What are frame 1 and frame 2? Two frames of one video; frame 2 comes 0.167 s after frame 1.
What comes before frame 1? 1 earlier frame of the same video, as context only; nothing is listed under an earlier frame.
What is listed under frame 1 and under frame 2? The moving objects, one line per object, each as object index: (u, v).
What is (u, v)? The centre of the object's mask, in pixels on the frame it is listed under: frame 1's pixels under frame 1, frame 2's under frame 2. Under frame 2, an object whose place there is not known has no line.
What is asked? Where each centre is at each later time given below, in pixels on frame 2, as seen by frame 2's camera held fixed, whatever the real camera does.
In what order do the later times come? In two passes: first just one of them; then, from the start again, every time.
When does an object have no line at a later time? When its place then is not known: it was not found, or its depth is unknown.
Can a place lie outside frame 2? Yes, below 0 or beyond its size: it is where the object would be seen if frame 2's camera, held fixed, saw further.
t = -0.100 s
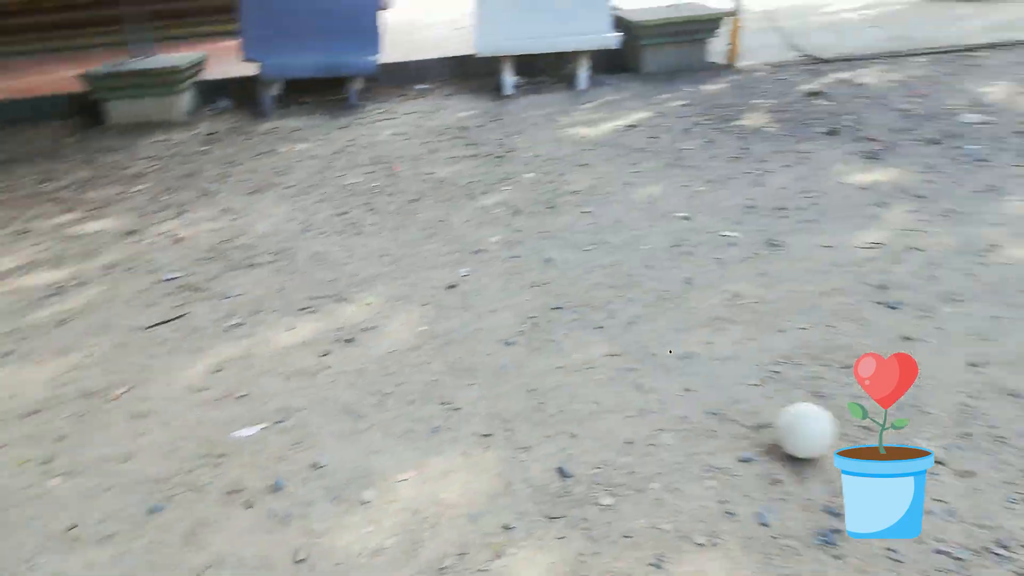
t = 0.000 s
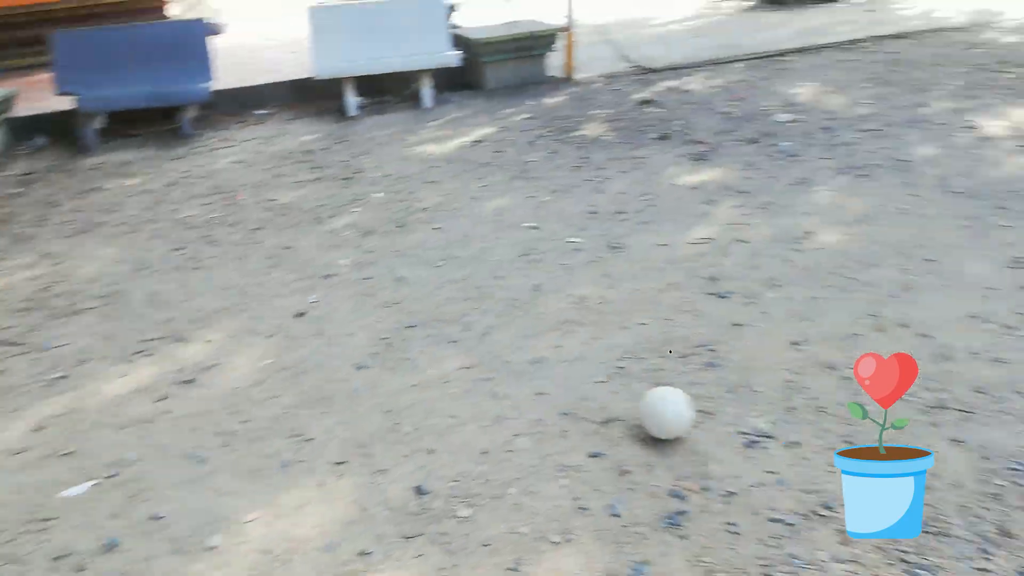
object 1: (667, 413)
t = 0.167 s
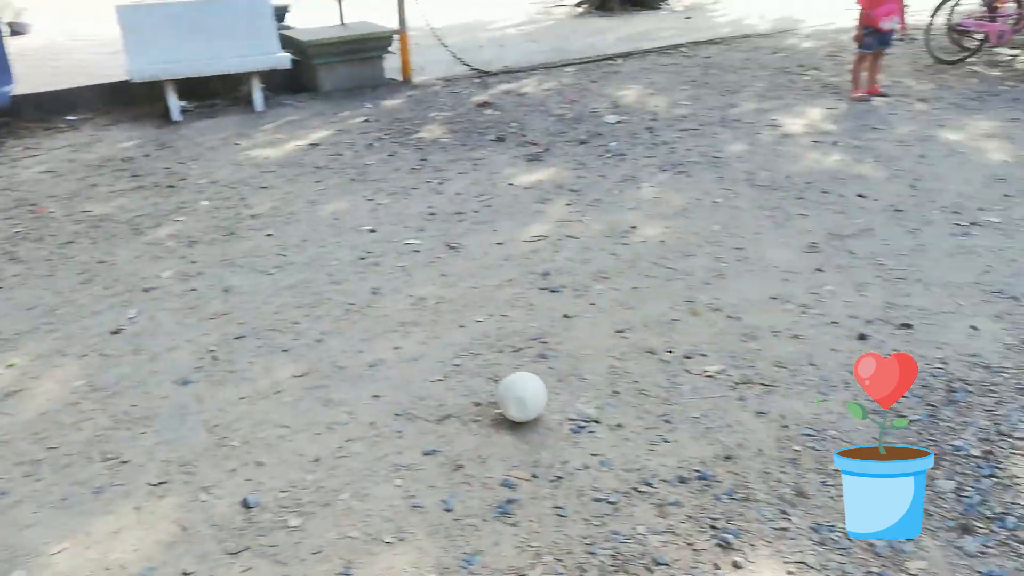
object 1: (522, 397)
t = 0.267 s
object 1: (530, 391)
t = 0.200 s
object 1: (525, 395)
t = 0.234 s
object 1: (528, 393)
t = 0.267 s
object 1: (530, 391)
